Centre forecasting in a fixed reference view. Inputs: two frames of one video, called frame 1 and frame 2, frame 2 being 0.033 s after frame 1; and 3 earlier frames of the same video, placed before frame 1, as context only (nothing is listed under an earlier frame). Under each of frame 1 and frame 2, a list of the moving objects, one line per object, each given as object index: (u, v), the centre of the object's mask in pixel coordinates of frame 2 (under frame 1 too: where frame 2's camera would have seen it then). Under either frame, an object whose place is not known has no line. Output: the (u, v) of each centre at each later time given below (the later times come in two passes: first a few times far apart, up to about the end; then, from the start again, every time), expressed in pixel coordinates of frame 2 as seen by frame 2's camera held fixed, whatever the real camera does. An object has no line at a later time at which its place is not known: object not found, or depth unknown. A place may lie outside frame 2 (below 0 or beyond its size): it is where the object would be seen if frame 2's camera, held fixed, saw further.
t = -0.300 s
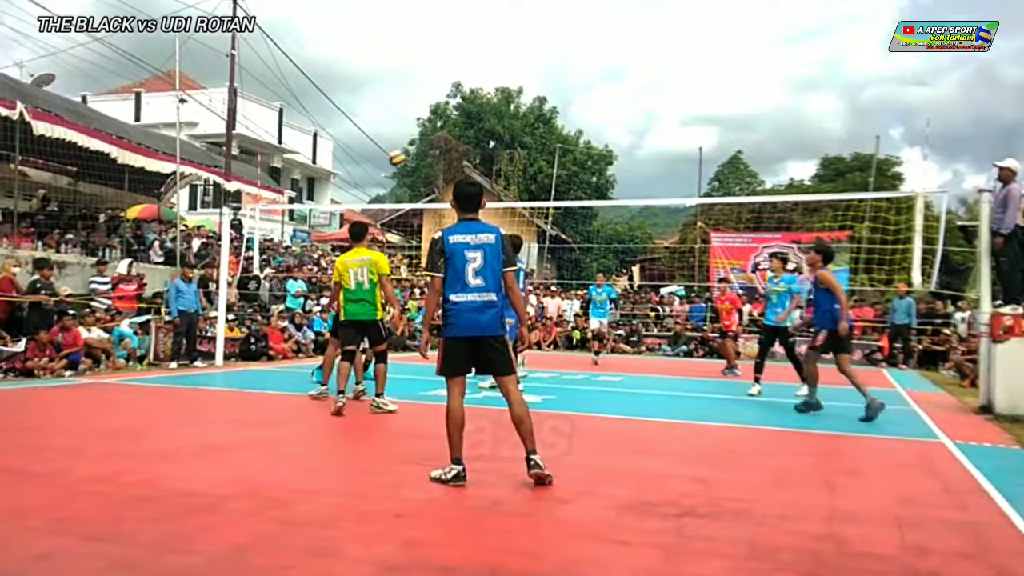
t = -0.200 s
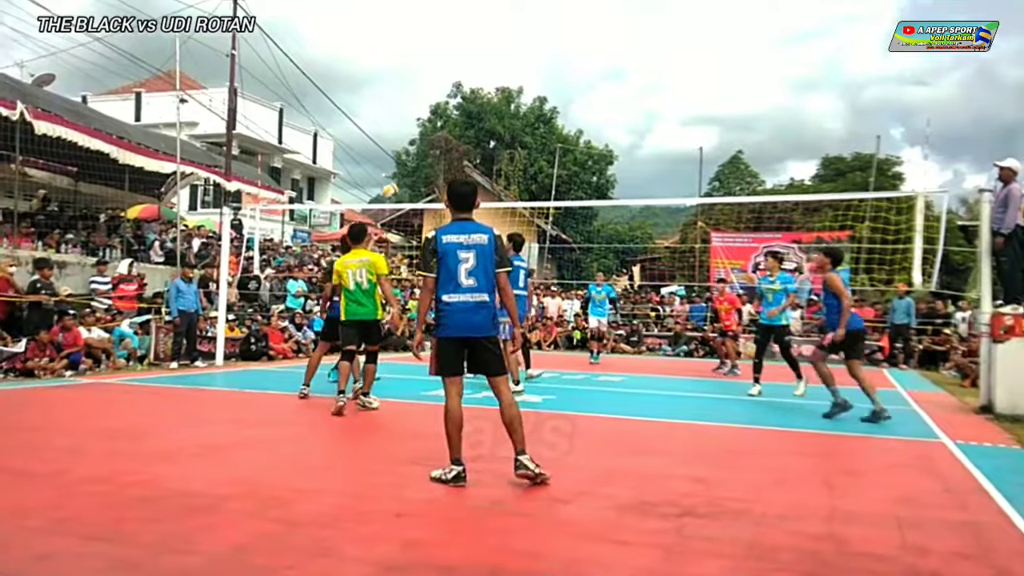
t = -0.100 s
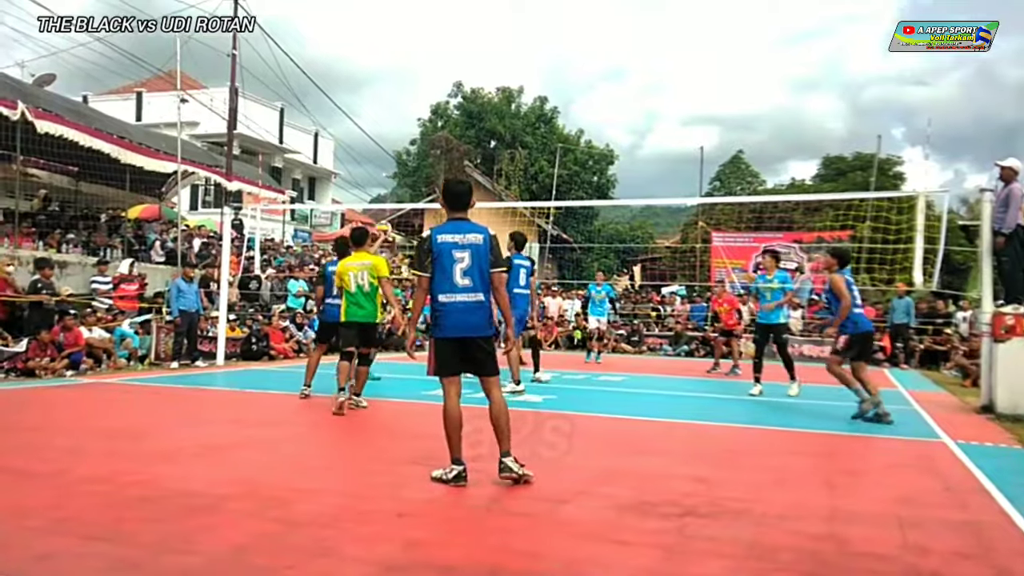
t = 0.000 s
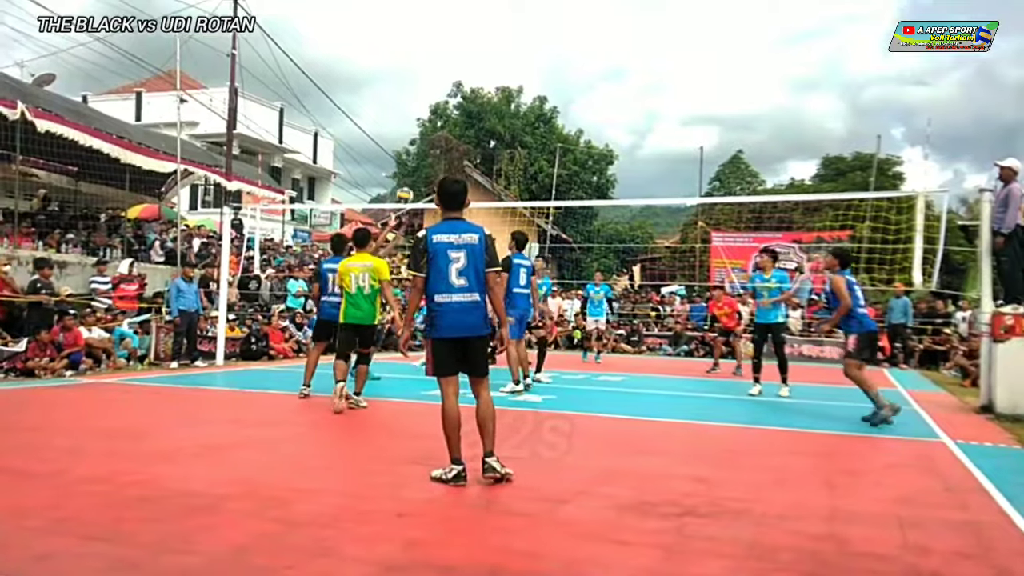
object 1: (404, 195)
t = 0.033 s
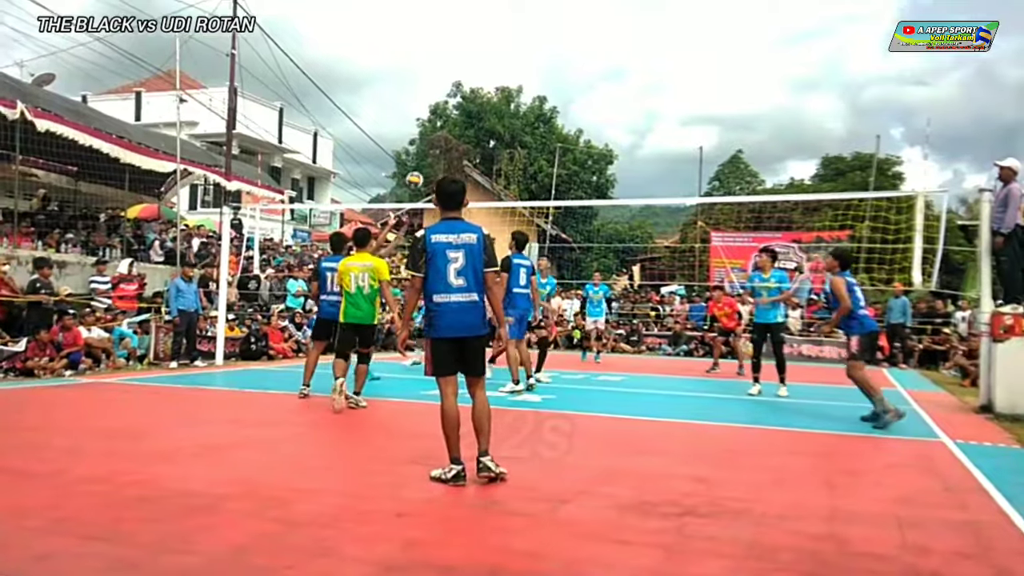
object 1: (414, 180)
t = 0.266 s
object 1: (488, 92)
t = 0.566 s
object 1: (585, 39)
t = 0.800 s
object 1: (661, 46)
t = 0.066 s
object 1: (425, 165)
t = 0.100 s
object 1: (435, 151)
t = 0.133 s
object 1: (445, 138)
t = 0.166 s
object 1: (456, 125)
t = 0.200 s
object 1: (468, 113)
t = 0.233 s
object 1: (476, 103)
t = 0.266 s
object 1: (488, 92)
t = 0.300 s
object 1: (498, 84)
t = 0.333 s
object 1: (509, 76)
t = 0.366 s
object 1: (520, 68)
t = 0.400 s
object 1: (531, 61)
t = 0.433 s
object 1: (541, 55)
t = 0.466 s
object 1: (552, 50)
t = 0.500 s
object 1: (563, 45)
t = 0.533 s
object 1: (574, 42)
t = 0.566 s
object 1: (585, 39)
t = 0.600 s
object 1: (595, 38)
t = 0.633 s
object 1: (606, 37)
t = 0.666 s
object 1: (617, 37)
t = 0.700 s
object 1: (628, 38)
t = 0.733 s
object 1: (639, 39)
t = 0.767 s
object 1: (650, 42)
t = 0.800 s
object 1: (661, 46)
